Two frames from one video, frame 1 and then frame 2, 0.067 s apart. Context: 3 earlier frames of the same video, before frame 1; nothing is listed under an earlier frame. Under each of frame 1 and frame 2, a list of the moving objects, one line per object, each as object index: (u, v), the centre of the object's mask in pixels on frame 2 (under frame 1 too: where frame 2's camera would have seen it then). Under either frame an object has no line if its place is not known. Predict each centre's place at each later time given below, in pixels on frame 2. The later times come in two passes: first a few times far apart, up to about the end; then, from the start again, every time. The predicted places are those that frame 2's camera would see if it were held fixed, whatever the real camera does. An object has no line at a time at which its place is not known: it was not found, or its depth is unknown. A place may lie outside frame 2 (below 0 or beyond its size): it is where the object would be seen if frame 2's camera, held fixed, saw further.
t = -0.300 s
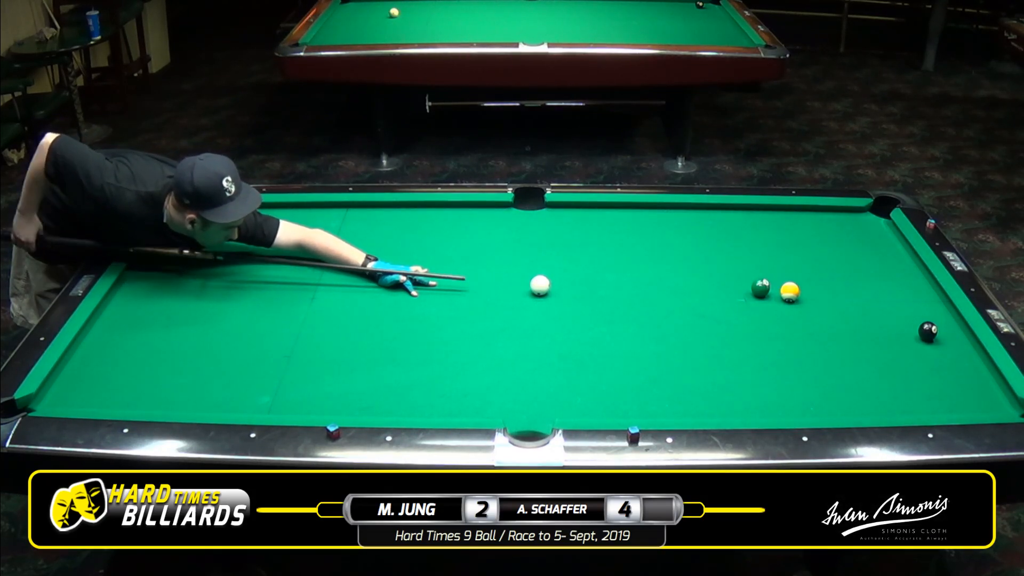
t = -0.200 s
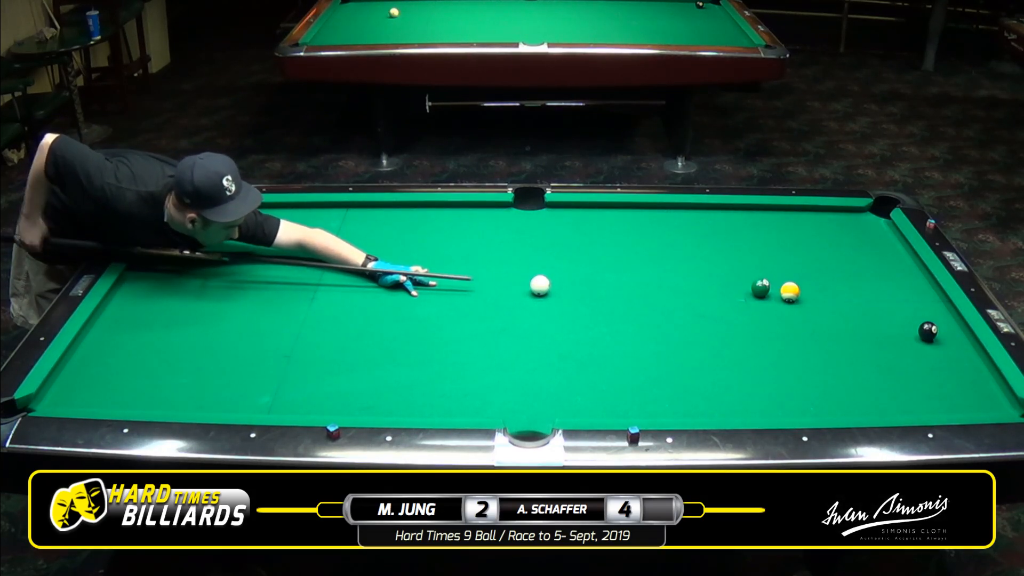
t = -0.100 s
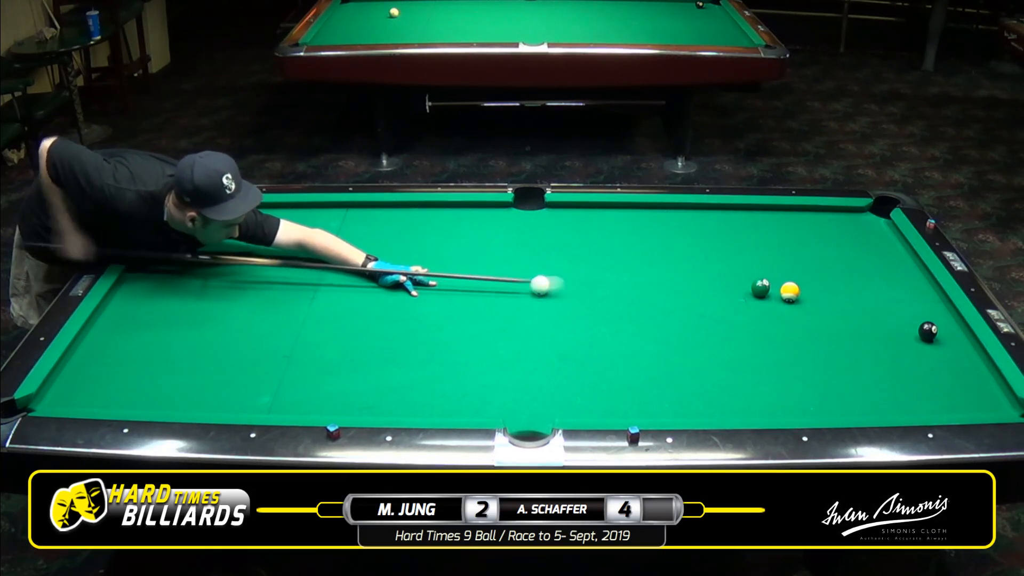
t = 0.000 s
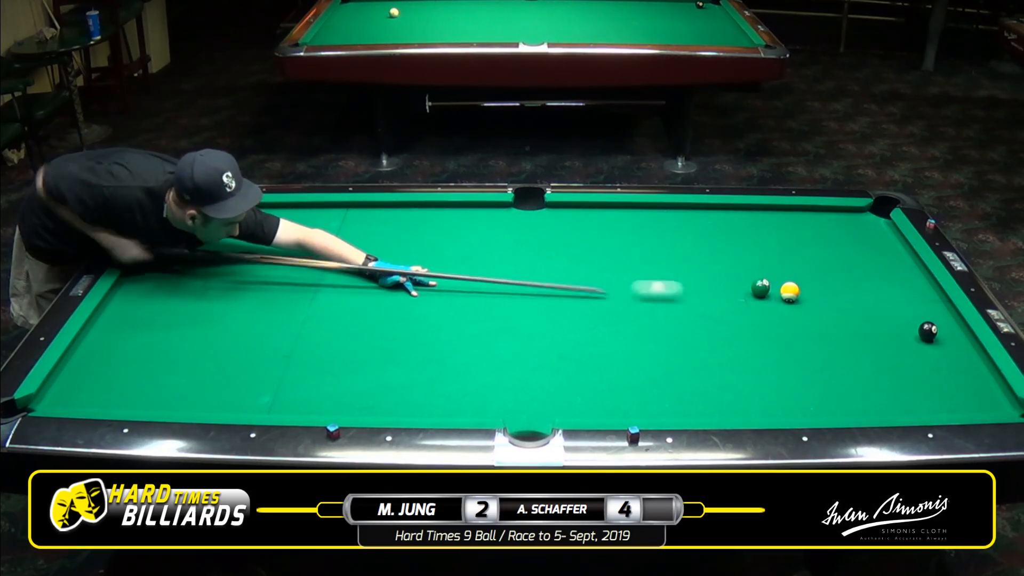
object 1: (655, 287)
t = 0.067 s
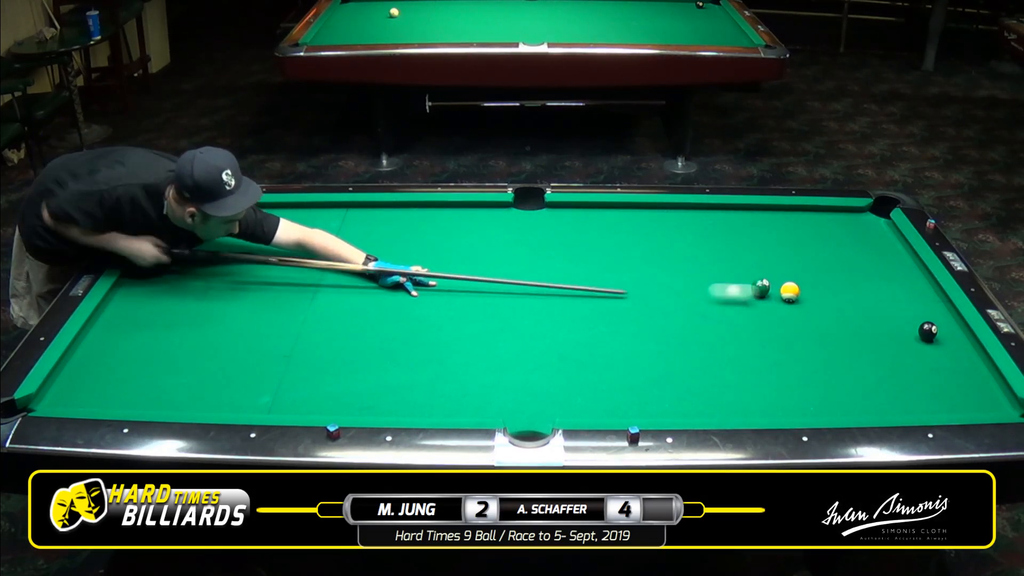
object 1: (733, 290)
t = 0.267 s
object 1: (909, 339)
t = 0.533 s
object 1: (917, 392)
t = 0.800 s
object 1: (796, 394)
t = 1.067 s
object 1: (667, 365)
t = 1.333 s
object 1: (549, 338)
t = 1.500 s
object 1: (480, 323)
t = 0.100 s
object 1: (765, 297)
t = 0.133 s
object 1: (792, 305)
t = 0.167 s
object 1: (820, 314)
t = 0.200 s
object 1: (849, 323)
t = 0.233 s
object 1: (878, 331)
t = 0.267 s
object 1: (909, 339)
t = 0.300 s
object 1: (939, 347)
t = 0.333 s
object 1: (971, 354)
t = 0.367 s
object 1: (981, 363)
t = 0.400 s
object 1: (967, 369)
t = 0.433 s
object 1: (954, 375)
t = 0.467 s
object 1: (941, 381)
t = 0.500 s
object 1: (929, 386)
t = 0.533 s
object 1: (917, 392)
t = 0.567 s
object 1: (904, 399)
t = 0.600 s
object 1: (891, 404)
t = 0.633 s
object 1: (877, 409)
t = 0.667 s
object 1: (862, 407)
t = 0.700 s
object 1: (844, 404)
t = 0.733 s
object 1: (828, 401)
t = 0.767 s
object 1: (812, 398)
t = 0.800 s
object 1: (796, 394)
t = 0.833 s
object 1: (779, 390)
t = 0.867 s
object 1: (763, 387)
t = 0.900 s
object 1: (747, 383)
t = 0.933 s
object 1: (731, 380)
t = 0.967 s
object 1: (715, 376)
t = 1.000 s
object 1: (698, 372)
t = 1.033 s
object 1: (683, 369)
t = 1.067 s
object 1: (667, 365)
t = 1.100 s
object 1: (652, 362)
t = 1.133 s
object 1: (637, 358)
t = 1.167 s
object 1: (622, 355)
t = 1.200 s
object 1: (606, 351)
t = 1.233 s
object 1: (592, 349)
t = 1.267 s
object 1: (577, 345)
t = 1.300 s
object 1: (563, 342)
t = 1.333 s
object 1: (549, 338)
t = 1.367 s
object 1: (535, 335)
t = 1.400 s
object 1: (521, 332)
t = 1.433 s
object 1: (507, 329)
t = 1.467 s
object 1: (493, 326)
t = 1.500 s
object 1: (480, 323)
